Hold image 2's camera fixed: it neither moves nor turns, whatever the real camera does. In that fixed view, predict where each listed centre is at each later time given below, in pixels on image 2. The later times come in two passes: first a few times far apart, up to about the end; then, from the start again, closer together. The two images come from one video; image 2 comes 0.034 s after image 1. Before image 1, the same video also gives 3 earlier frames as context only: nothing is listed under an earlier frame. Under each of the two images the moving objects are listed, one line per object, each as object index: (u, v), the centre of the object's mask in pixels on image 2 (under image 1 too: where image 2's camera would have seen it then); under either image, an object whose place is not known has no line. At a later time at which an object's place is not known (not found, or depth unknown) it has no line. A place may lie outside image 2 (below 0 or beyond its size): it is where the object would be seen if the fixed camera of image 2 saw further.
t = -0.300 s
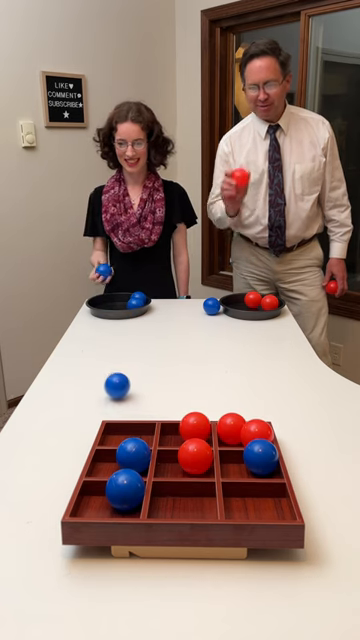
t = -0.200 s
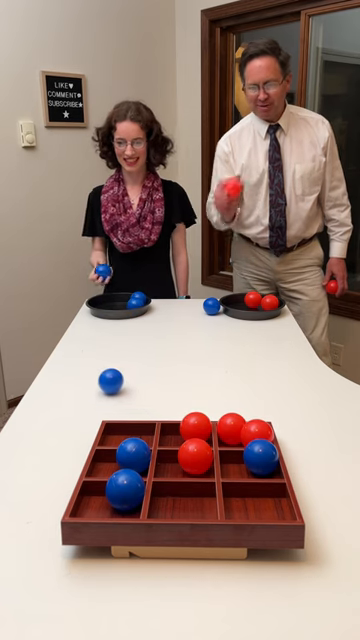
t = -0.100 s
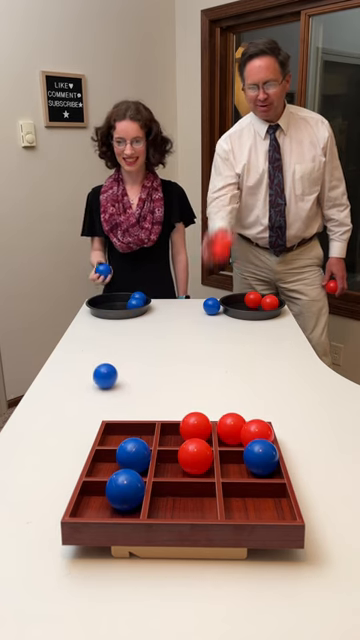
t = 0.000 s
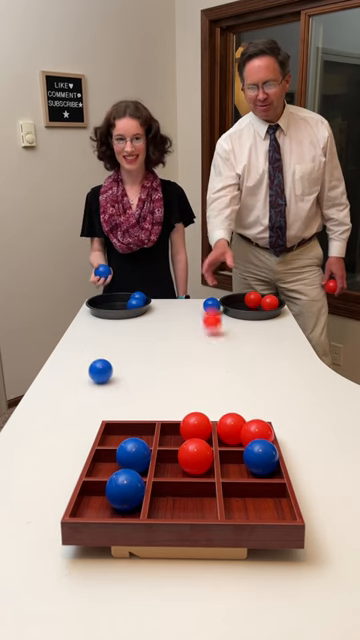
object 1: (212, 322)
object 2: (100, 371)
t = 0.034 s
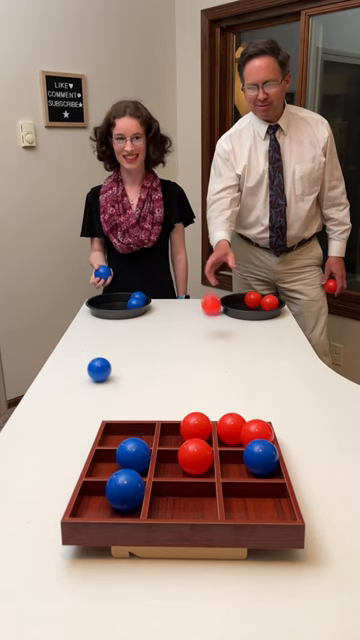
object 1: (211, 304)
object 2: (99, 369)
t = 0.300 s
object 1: (201, 283)
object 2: (89, 357)
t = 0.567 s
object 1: (188, 331)
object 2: (83, 346)
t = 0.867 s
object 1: (170, 381)
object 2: (80, 335)
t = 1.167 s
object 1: (143, 414)
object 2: (80, 324)
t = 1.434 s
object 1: (105, 428)
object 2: (81, 316)
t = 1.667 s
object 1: (118, 430)
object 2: (81, 311)
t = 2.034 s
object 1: (137, 428)
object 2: (61, 327)
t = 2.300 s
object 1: (139, 426)
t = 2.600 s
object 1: (139, 426)
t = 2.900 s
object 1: (140, 426)
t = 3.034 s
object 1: (140, 426)
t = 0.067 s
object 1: (210, 291)
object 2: (98, 368)
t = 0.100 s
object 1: (209, 280)
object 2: (96, 366)
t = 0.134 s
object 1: (208, 272)
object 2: (95, 365)
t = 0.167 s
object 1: (206, 267)
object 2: (94, 363)
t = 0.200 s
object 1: (205, 265)
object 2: (93, 362)
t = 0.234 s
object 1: (204, 267)
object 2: (91, 360)
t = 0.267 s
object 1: (202, 273)
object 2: (90, 359)
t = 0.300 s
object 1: (201, 283)
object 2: (89, 357)
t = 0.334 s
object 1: (199, 295)
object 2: (88, 355)
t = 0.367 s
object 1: (197, 312)
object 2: (87, 354)
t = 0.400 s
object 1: (196, 333)
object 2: (86, 353)
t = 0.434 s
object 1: (194, 355)
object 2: (85, 351)
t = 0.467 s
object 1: (193, 352)
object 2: (85, 350)
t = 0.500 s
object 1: (191, 341)
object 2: (84, 348)
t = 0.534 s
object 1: (189, 334)
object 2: (84, 347)
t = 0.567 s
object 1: (188, 331)
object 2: (83, 346)
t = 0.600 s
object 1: (186, 332)
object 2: (83, 345)
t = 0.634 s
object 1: (184, 336)
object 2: (82, 343)
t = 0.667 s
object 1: (183, 343)
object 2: (82, 342)
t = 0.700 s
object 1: (181, 355)
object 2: (81, 341)
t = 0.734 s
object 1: (179, 371)
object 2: (81, 340)
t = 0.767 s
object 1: (177, 394)
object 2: (81, 338)
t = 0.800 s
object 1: (175, 388)
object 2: (80, 337)
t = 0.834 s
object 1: (172, 383)
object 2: (80, 336)
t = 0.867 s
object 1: (170, 381)
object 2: (80, 335)
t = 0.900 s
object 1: (167, 383)
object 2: (80, 333)
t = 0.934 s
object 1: (165, 389)
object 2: (79, 332)
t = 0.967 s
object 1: (163, 400)
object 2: (79, 331)
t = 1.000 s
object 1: (160, 400)
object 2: (79, 330)
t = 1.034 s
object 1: (158, 397)
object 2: (79, 329)
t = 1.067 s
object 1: (155, 398)
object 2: (80, 328)
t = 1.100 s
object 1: (153, 403)
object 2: (80, 327)
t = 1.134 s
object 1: (150, 414)
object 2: (80, 326)
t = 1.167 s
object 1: (143, 414)
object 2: (80, 324)
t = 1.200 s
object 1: (135, 417)
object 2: (80, 323)
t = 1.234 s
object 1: (127, 423)
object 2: (80, 322)
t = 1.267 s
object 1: (118, 431)
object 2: (80, 321)
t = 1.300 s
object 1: (113, 430)
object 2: (81, 320)
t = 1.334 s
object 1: (110, 428)
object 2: (81, 319)
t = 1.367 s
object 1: (107, 428)
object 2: (81, 318)
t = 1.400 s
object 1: (106, 428)
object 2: (81, 317)
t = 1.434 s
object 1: (105, 428)
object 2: (81, 316)
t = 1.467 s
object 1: (105, 428)
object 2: (82, 316)
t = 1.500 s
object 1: (105, 429)
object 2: (82, 315)
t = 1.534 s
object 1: (106, 428)
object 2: (82, 314)
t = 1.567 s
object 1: (108, 429)
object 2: (82, 313)
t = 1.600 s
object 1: (111, 430)
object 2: (83, 312)
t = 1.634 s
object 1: (114, 431)
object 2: (82, 312)
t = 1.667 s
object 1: (118, 430)
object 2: (81, 311)
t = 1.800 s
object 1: (138, 425)
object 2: (75, 310)
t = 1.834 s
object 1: (138, 425)
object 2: (73, 309)
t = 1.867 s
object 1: (137, 427)
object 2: (72, 309)
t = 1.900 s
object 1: (137, 427)
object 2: (70, 310)
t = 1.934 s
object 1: (137, 427)
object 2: (68, 311)
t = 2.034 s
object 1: (137, 428)
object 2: (61, 327)
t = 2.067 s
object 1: (137, 428)
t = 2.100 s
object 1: (137, 427)
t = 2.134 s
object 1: (137, 427)
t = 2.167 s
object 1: (138, 427)
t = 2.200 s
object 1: (138, 427)
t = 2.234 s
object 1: (139, 426)
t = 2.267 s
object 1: (139, 426)
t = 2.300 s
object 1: (139, 426)
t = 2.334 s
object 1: (139, 426)
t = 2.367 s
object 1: (139, 426)
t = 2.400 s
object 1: (139, 426)
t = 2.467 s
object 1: (139, 426)
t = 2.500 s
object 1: (139, 426)
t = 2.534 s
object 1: (139, 426)
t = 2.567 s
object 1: (139, 426)
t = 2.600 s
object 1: (139, 426)
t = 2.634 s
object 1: (139, 426)
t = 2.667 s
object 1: (139, 426)
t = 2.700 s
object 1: (139, 426)
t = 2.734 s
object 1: (140, 426)
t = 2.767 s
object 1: (140, 426)
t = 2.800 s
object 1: (140, 426)
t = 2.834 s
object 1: (140, 426)
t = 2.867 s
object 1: (140, 426)
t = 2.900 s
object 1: (140, 426)
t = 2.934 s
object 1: (139, 426)
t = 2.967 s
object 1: (139, 426)
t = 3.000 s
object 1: (140, 426)
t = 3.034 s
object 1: (140, 426)
